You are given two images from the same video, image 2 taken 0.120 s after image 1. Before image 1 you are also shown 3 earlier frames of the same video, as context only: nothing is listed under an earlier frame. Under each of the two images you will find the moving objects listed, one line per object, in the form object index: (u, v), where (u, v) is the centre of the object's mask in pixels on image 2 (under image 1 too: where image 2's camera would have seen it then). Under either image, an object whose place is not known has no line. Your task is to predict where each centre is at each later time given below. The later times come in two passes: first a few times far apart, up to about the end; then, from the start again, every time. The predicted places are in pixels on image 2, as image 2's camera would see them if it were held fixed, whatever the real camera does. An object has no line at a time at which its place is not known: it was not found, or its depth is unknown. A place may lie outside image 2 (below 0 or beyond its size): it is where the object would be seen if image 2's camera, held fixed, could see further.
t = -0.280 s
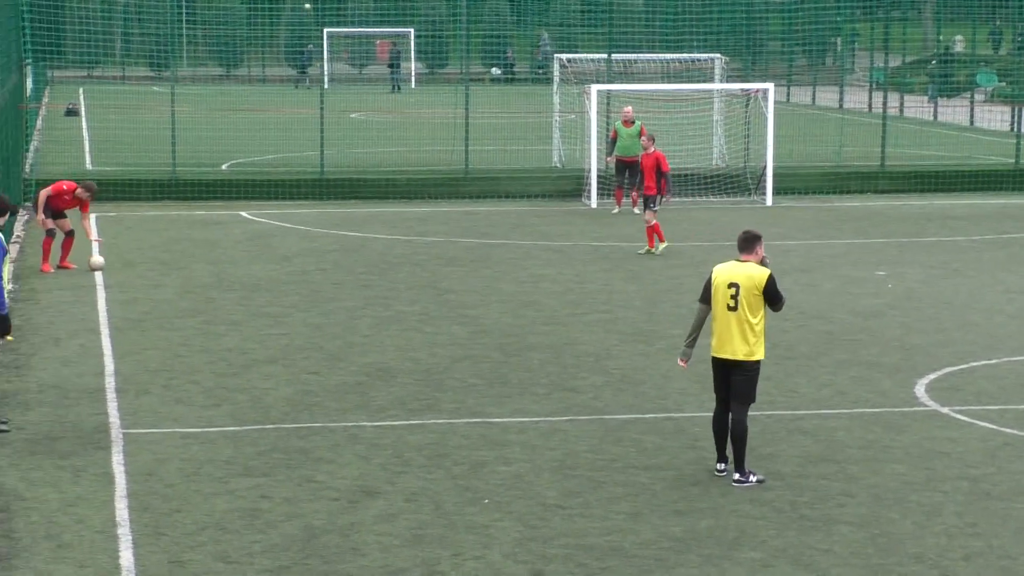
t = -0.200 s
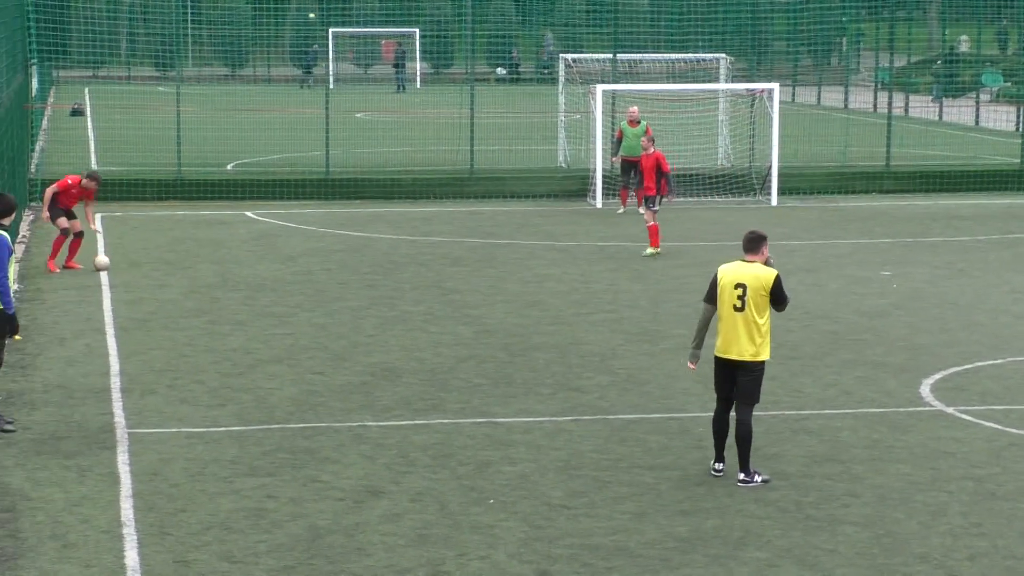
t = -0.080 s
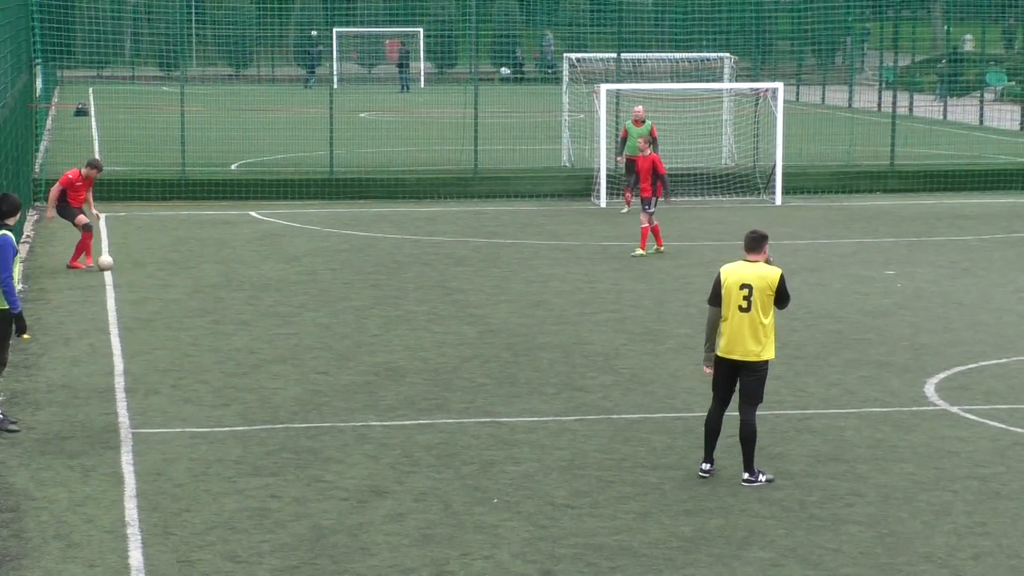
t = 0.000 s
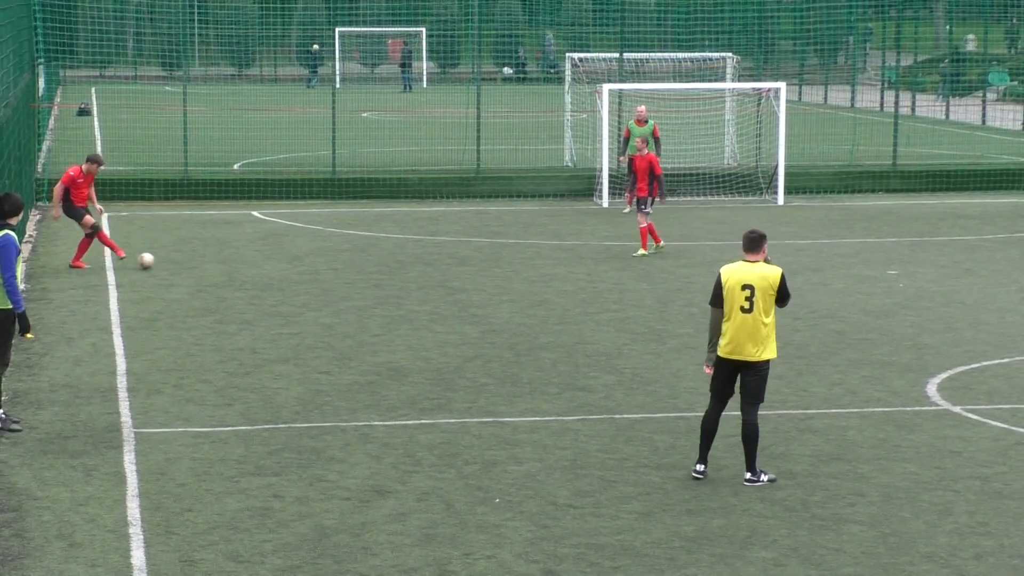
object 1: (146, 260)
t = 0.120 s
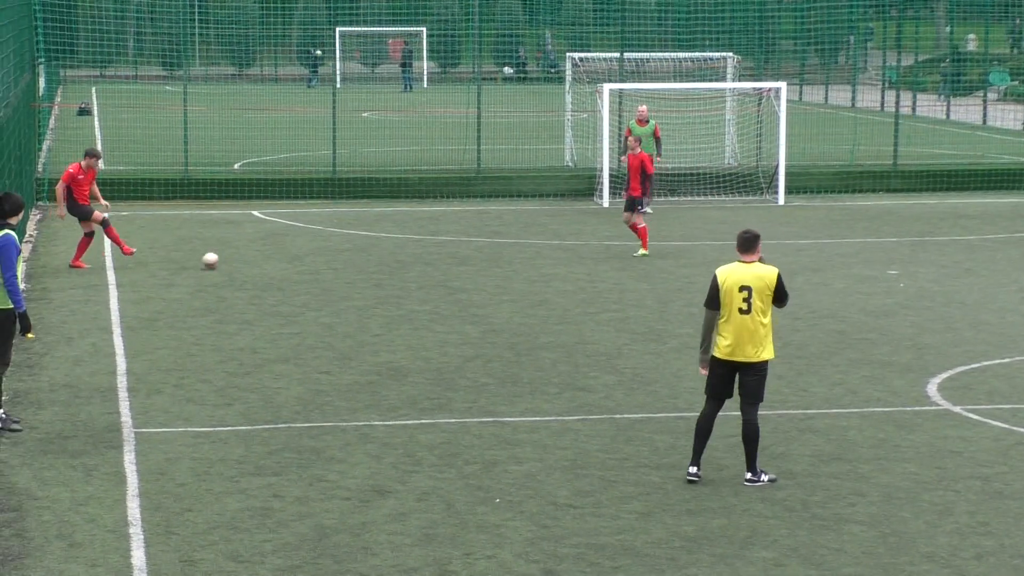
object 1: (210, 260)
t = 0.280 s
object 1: (286, 261)
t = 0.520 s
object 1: (374, 262)
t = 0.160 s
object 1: (231, 261)
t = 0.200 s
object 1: (250, 261)
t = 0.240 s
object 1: (268, 261)
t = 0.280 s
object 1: (286, 261)
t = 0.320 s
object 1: (301, 260)
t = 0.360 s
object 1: (317, 260)
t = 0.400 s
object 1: (333, 261)
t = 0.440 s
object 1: (347, 261)
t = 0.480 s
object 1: (361, 262)
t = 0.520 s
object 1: (374, 262)
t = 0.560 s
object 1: (387, 261)
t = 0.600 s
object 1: (399, 262)
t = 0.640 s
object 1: (411, 261)
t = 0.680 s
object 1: (424, 260)
